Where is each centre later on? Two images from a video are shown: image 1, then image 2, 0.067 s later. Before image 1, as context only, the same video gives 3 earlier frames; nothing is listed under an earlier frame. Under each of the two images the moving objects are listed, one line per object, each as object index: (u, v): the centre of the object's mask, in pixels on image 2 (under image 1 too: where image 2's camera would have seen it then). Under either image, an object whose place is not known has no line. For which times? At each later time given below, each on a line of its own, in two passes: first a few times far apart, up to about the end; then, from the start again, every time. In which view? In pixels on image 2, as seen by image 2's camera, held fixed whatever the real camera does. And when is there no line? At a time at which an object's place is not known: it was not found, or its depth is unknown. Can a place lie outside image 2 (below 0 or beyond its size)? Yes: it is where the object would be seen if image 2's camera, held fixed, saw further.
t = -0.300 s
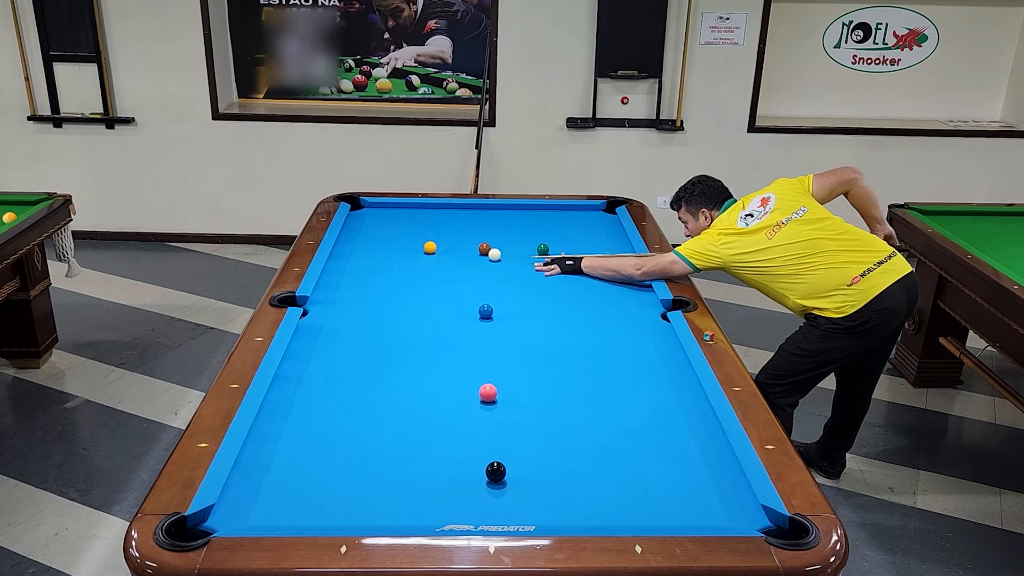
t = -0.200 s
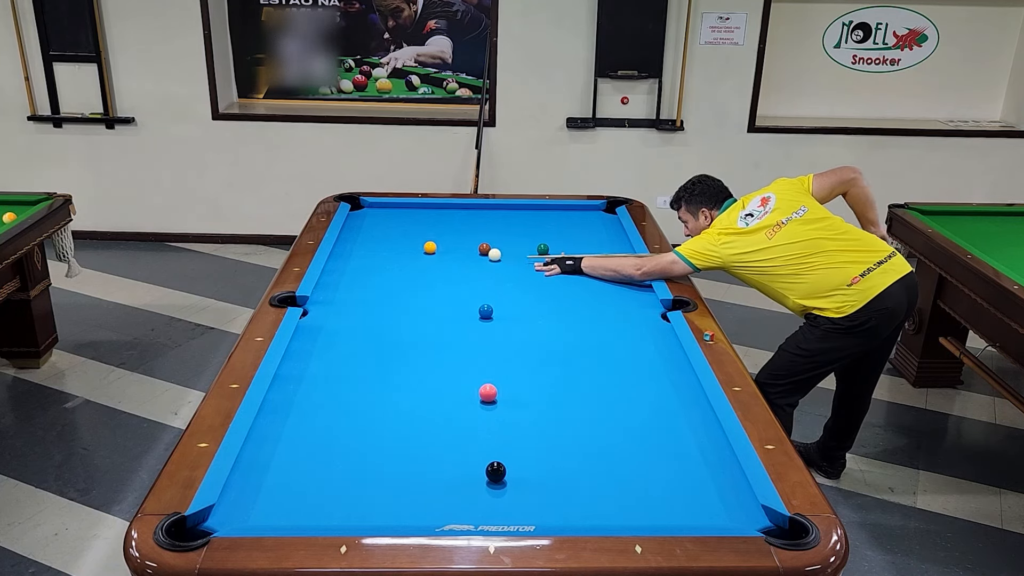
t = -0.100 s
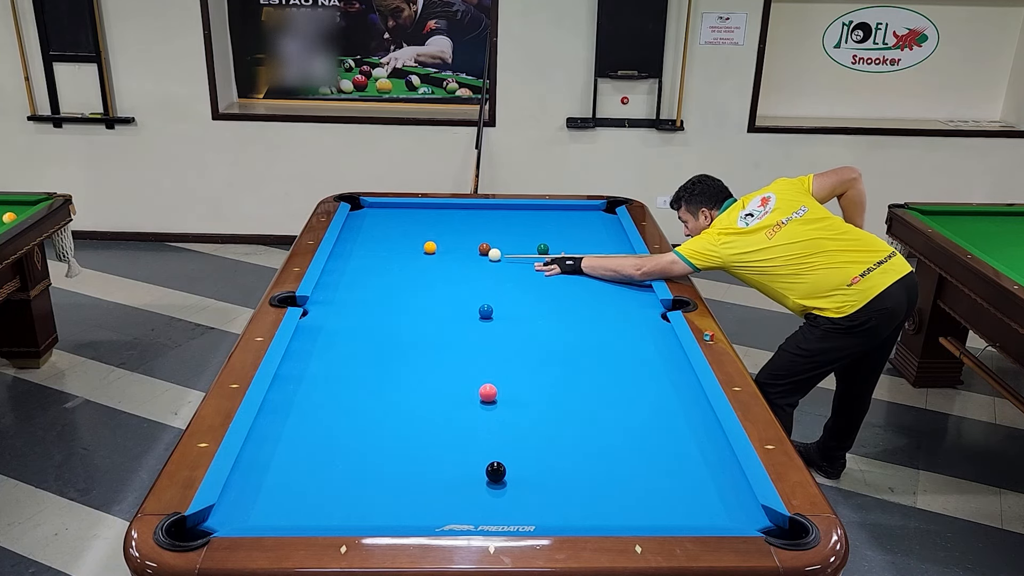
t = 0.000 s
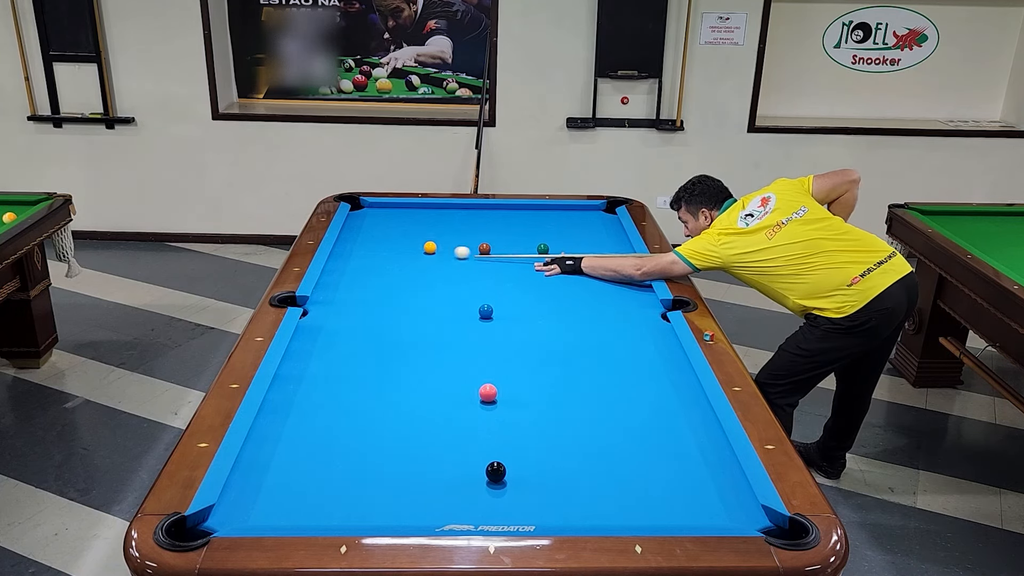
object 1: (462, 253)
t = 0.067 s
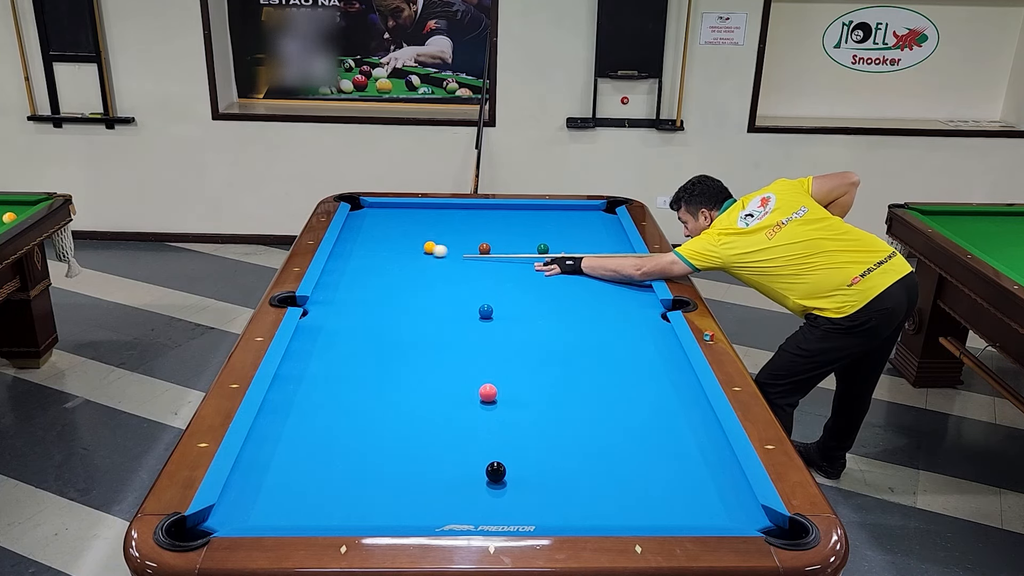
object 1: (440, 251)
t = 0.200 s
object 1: (416, 255)
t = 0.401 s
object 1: (383, 261)
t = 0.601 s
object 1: (350, 268)
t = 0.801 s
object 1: (332, 275)
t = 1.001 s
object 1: (346, 282)
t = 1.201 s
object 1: (360, 290)
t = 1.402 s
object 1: (375, 297)
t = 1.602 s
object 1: (389, 305)
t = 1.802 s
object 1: (404, 312)
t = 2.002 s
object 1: (418, 319)
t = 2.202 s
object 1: (431, 326)
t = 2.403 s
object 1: (445, 333)
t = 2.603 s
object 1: (458, 340)
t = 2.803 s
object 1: (470, 346)
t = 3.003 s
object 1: (482, 352)
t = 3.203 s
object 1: (494, 358)
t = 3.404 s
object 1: (505, 363)
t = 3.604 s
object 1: (515, 368)
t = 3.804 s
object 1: (525, 373)
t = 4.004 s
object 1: (533, 377)
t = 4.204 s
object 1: (541, 380)
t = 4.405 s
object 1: (549, 385)
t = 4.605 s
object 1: (555, 388)
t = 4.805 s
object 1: (560, 390)
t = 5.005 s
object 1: (564, 392)
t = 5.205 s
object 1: (566, 393)
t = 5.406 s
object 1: (568, 394)
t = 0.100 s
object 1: (433, 252)
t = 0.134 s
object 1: (427, 253)
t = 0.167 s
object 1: (421, 254)
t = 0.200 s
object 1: (416, 255)
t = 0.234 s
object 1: (410, 256)
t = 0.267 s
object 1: (405, 257)
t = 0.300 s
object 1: (399, 258)
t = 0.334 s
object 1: (394, 259)
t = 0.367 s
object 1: (388, 260)
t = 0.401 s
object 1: (383, 261)
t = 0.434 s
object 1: (377, 263)
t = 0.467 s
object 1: (372, 264)
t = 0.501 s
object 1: (366, 265)
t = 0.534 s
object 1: (361, 266)
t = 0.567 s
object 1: (355, 267)
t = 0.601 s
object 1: (350, 268)
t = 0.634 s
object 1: (344, 269)
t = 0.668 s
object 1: (339, 270)
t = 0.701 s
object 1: (333, 271)
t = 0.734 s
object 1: (328, 272)
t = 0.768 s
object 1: (330, 273)
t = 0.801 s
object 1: (332, 275)
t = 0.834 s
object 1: (334, 276)
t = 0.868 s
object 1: (337, 277)
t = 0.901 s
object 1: (339, 278)
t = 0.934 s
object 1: (341, 280)
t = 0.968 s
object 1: (344, 281)
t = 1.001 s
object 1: (346, 282)
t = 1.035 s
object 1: (348, 284)
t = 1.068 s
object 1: (351, 285)
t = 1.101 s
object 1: (353, 286)
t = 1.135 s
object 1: (356, 287)
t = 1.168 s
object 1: (358, 289)
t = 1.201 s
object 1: (360, 290)
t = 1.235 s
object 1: (363, 291)
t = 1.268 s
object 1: (365, 292)
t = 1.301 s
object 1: (368, 294)
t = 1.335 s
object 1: (370, 295)
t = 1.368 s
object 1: (372, 296)
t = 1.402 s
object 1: (375, 297)
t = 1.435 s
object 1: (377, 299)
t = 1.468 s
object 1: (380, 300)
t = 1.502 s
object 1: (382, 301)
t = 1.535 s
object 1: (384, 302)
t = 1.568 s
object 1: (387, 304)
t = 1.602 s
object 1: (389, 305)
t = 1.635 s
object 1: (392, 306)
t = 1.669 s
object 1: (394, 307)
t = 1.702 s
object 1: (396, 309)
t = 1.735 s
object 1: (399, 310)
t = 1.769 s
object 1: (401, 311)
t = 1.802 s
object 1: (404, 312)
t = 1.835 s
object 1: (406, 313)
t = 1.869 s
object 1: (408, 315)
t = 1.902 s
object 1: (410, 316)
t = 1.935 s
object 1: (413, 317)
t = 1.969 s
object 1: (415, 318)
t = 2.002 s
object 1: (418, 319)
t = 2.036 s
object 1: (420, 321)
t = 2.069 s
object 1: (422, 322)
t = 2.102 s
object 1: (424, 323)
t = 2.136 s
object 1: (427, 324)
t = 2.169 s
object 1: (429, 325)
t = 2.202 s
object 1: (431, 326)
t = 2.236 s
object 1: (433, 328)
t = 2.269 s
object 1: (436, 329)
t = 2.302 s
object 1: (438, 330)
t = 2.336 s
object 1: (440, 331)
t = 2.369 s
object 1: (442, 332)
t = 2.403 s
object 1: (445, 333)
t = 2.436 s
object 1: (447, 334)
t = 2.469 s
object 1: (449, 335)
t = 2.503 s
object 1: (451, 336)
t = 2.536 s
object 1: (453, 338)
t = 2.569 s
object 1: (456, 339)
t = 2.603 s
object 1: (458, 340)
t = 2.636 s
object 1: (460, 341)
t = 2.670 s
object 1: (462, 342)
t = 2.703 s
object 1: (464, 343)
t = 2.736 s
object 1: (466, 344)
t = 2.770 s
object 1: (468, 345)
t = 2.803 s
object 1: (470, 346)
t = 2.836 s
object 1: (472, 347)
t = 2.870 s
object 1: (474, 348)
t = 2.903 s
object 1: (476, 349)
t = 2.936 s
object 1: (478, 350)
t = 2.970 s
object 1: (481, 351)
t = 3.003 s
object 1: (482, 352)
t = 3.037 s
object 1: (484, 353)
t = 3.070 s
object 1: (486, 354)
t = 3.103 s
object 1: (488, 355)
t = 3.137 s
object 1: (490, 356)
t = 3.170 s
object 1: (492, 357)
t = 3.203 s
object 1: (494, 358)
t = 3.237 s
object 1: (496, 359)
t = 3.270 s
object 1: (498, 359)
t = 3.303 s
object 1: (499, 360)
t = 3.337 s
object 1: (501, 361)
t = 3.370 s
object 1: (503, 362)
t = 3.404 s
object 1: (505, 363)
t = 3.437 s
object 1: (506, 364)
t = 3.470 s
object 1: (508, 365)
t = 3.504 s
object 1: (510, 365)
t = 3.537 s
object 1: (512, 366)
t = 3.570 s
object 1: (513, 367)
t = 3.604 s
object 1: (515, 368)
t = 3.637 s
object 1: (517, 369)
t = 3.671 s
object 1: (518, 370)
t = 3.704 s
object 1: (520, 370)
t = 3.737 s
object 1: (522, 371)
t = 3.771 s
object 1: (523, 372)
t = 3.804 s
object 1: (525, 373)
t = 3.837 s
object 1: (526, 373)
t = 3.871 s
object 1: (528, 374)
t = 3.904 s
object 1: (529, 375)
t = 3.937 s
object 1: (531, 375)
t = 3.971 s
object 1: (532, 376)
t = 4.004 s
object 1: (533, 377)
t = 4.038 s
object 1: (535, 378)
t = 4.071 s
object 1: (536, 378)
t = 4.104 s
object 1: (538, 379)
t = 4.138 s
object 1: (539, 379)
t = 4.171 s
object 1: (540, 380)
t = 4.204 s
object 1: (541, 380)
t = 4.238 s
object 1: (544, 382)
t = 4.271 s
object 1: (545, 382)
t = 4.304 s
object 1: (546, 383)
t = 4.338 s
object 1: (547, 383)
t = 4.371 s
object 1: (548, 384)
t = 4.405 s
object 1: (549, 385)
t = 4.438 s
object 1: (550, 385)
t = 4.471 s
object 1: (551, 386)
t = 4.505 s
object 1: (552, 386)
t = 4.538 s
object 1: (553, 387)
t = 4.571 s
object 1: (554, 387)
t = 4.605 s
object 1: (555, 388)
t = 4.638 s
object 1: (556, 388)
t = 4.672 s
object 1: (557, 388)
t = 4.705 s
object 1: (558, 389)
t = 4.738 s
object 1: (558, 389)
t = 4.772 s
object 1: (559, 390)
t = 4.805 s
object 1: (560, 390)
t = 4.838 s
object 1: (561, 390)
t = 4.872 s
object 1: (561, 391)
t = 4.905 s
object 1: (562, 391)
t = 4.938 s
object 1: (563, 391)
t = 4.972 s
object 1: (563, 392)
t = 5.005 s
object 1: (564, 392)
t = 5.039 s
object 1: (564, 392)
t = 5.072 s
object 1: (565, 393)
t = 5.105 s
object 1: (565, 393)
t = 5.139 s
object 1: (566, 393)
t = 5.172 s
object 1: (566, 393)
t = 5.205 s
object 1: (566, 393)
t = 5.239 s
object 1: (567, 394)
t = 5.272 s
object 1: (567, 394)
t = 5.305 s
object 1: (567, 394)
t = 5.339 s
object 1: (568, 394)
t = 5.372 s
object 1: (568, 394)
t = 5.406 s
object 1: (568, 394)
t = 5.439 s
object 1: (569, 394)
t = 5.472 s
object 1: (569, 395)
